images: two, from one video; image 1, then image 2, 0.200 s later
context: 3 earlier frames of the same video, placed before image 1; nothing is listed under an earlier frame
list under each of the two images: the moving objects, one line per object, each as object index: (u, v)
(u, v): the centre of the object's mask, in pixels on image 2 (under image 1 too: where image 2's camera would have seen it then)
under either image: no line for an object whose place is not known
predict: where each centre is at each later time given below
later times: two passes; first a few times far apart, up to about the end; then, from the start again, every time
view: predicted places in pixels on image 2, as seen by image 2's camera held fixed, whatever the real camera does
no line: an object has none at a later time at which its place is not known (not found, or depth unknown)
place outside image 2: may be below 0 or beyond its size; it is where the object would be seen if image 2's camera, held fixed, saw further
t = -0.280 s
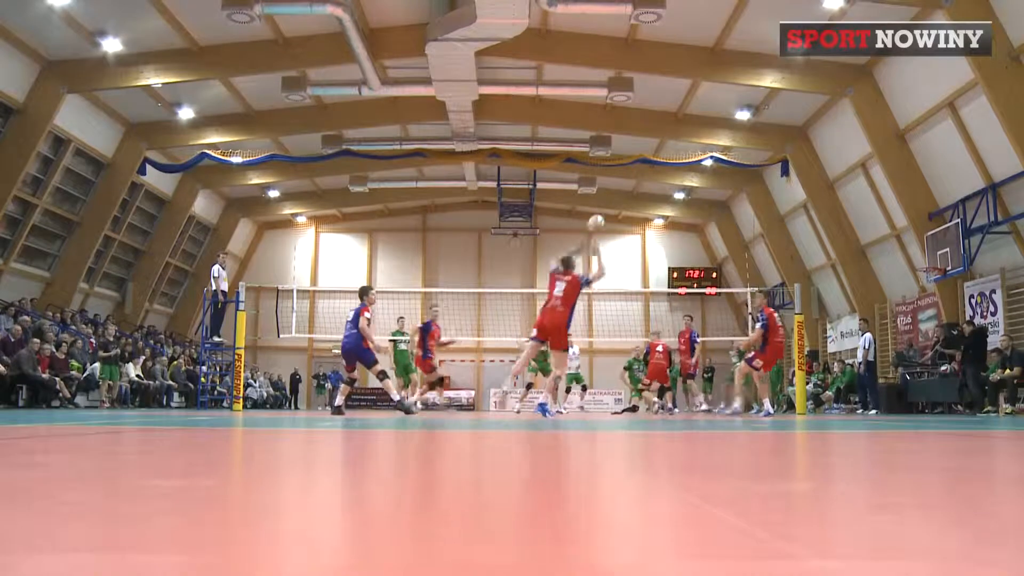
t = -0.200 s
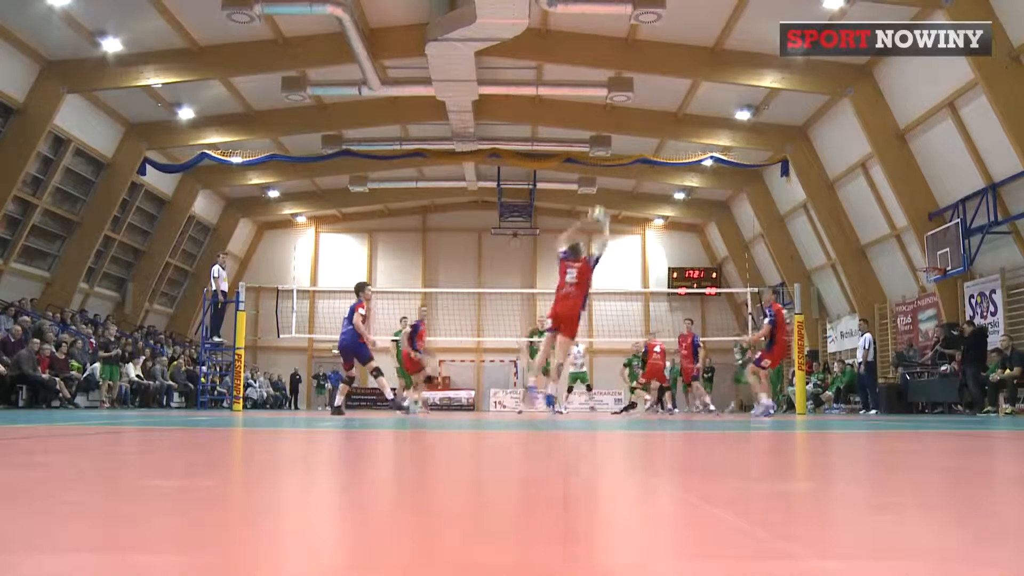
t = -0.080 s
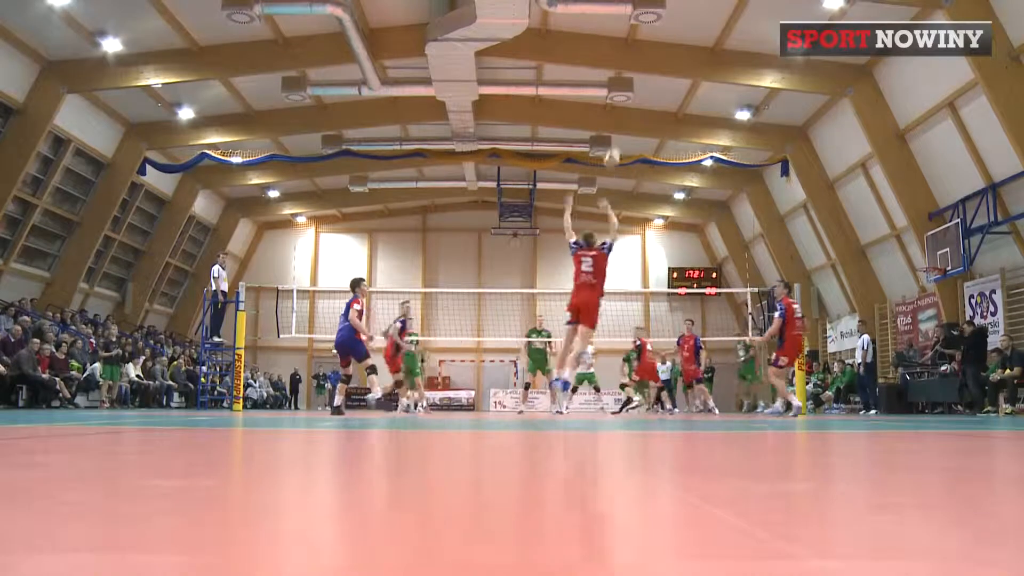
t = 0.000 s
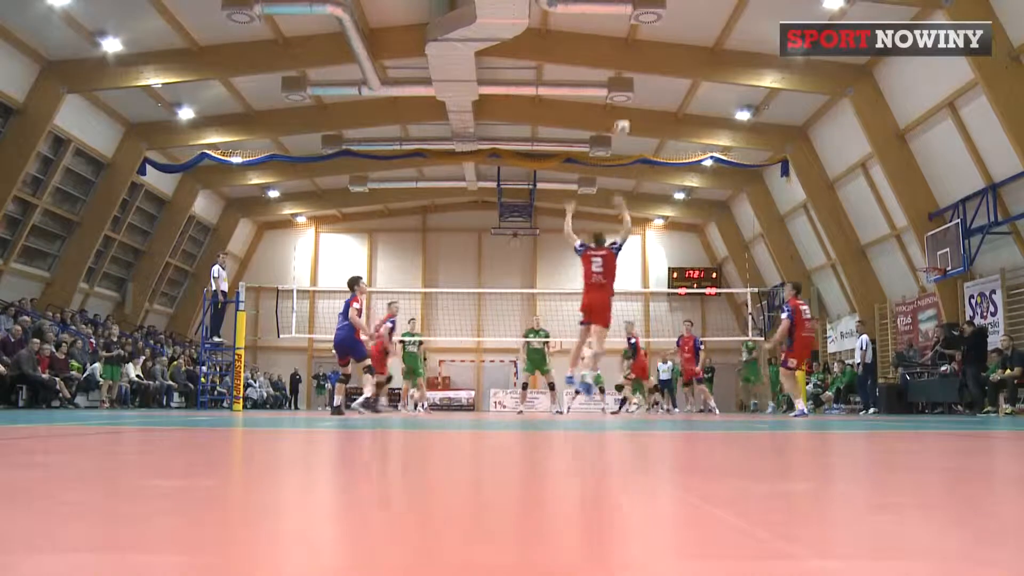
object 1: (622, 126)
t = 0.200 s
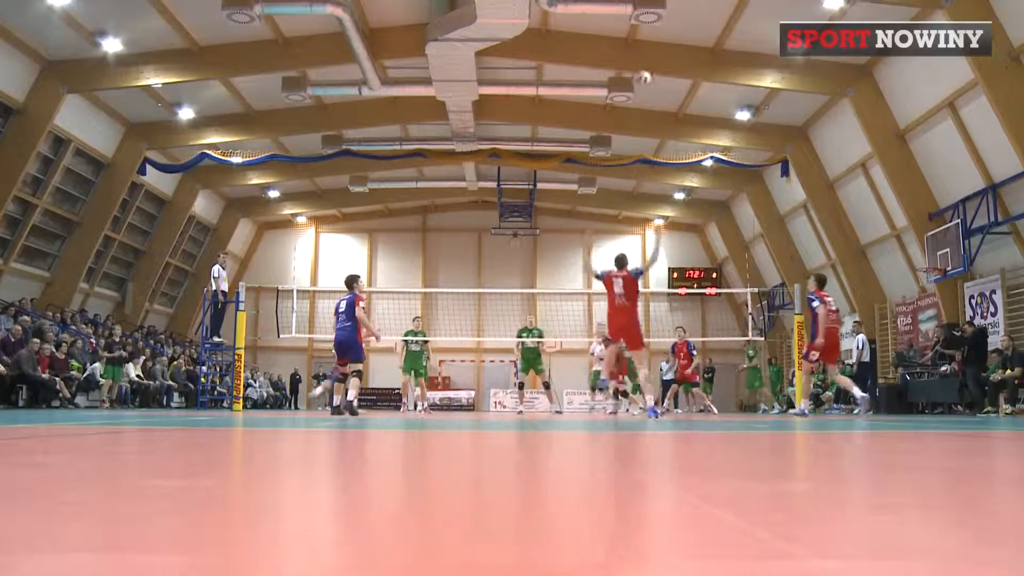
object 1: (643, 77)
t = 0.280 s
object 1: (650, 67)
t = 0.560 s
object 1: (675, 63)
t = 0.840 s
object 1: (699, 104)
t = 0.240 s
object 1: (646, 71)
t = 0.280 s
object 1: (650, 67)
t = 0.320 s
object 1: (654, 63)
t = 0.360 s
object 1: (657, 61)
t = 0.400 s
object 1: (661, 60)
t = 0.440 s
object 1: (664, 59)
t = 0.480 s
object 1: (667, 60)
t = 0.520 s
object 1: (671, 62)
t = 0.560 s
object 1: (675, 63)
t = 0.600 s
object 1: (678, 67)
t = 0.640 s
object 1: (681, 71)
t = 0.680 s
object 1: (686, 76)
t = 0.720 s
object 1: (689, 82)
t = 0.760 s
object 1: (693, 88)
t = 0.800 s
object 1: (696, 96)
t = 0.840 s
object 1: (699, 104)
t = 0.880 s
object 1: (700, 116)
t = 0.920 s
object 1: (703, 126)
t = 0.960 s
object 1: (707, 134)
